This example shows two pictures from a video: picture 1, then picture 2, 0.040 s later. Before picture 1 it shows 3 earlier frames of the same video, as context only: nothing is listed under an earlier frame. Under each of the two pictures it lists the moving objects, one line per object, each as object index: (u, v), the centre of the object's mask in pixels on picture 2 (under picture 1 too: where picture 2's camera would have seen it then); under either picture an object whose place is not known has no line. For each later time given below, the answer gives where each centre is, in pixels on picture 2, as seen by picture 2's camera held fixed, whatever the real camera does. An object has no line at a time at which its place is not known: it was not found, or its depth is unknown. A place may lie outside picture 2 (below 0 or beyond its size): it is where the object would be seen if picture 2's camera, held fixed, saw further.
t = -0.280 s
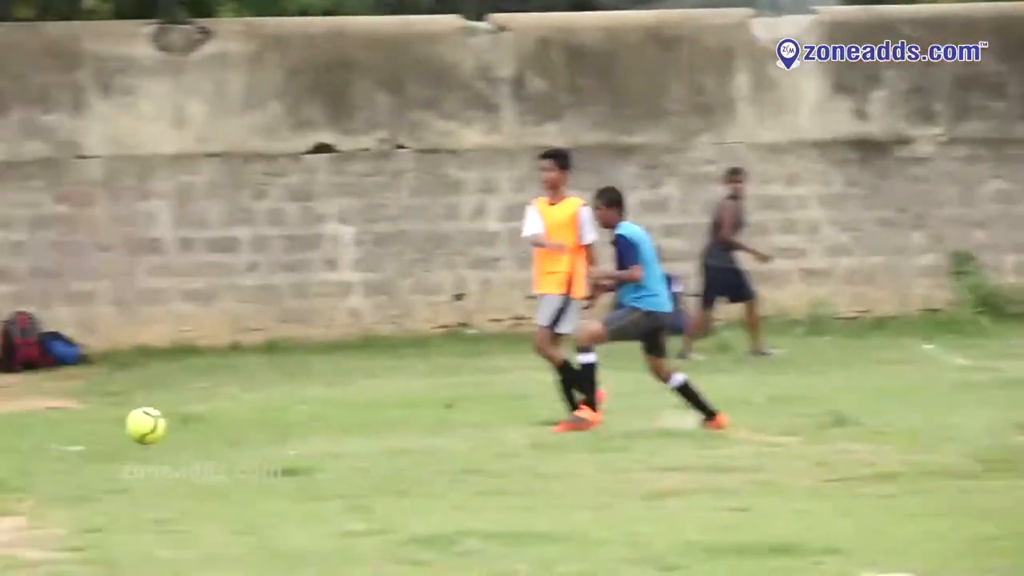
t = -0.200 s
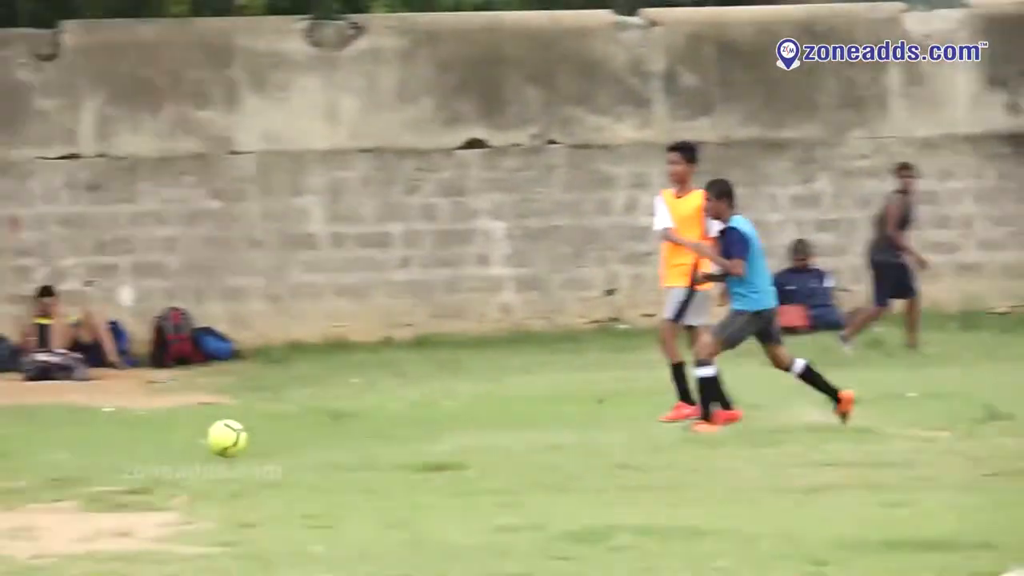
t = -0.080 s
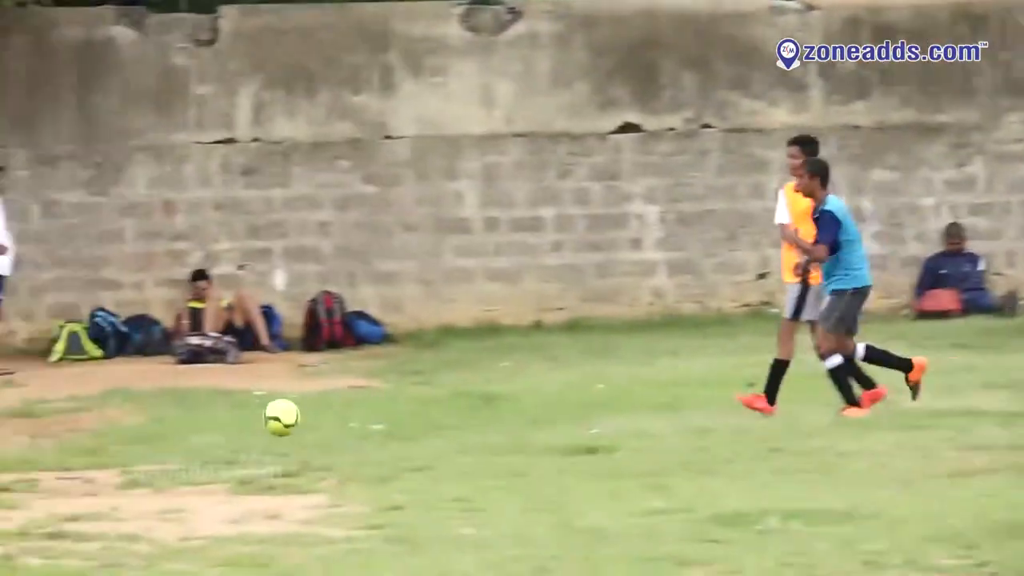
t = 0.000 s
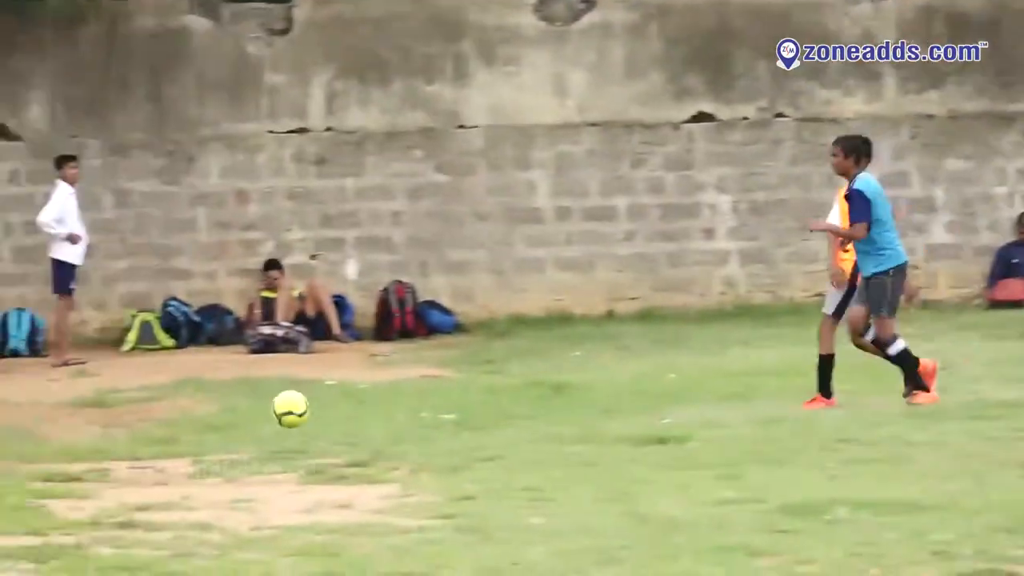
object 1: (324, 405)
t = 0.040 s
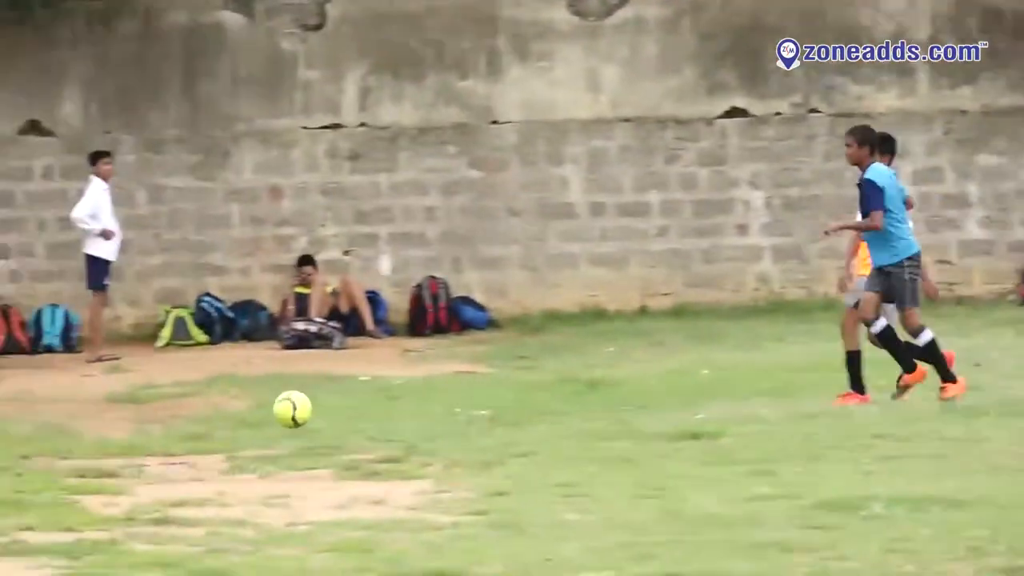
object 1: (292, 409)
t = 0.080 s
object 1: (260, 416)
